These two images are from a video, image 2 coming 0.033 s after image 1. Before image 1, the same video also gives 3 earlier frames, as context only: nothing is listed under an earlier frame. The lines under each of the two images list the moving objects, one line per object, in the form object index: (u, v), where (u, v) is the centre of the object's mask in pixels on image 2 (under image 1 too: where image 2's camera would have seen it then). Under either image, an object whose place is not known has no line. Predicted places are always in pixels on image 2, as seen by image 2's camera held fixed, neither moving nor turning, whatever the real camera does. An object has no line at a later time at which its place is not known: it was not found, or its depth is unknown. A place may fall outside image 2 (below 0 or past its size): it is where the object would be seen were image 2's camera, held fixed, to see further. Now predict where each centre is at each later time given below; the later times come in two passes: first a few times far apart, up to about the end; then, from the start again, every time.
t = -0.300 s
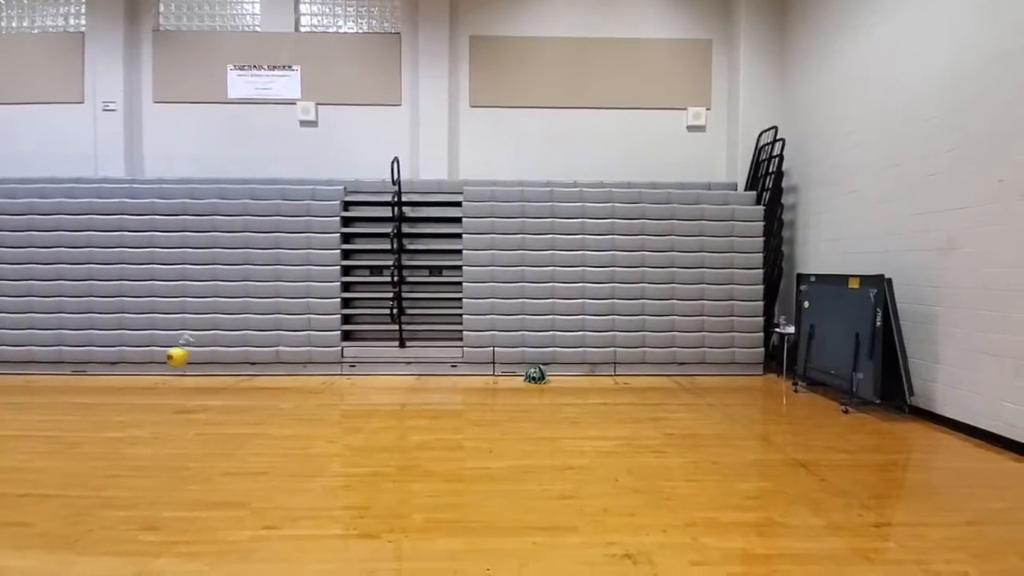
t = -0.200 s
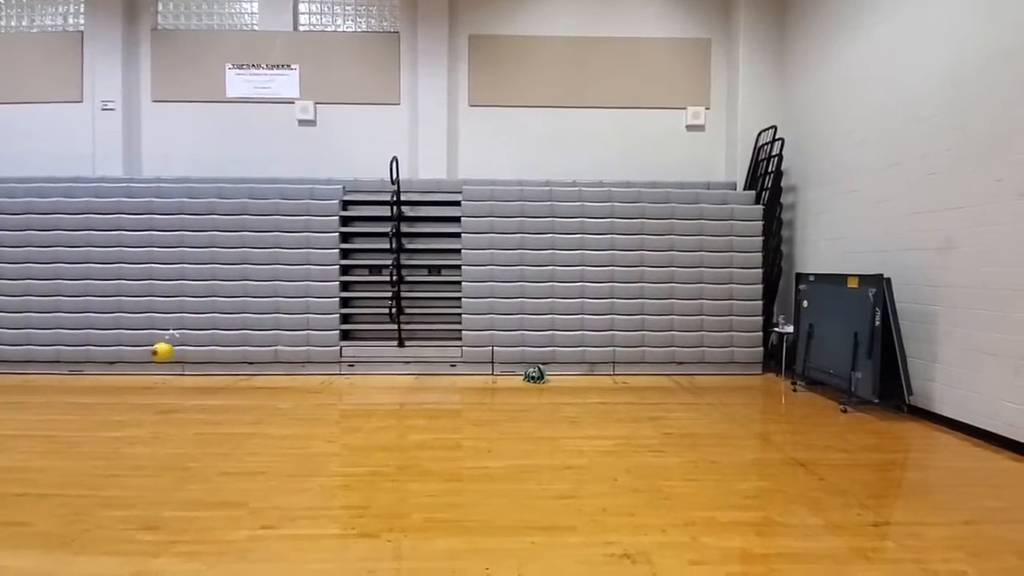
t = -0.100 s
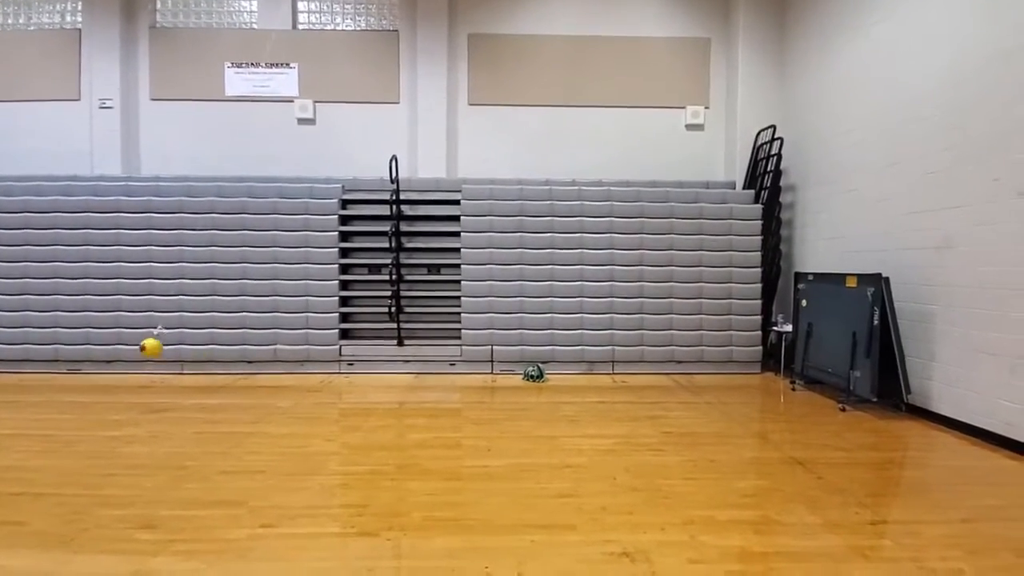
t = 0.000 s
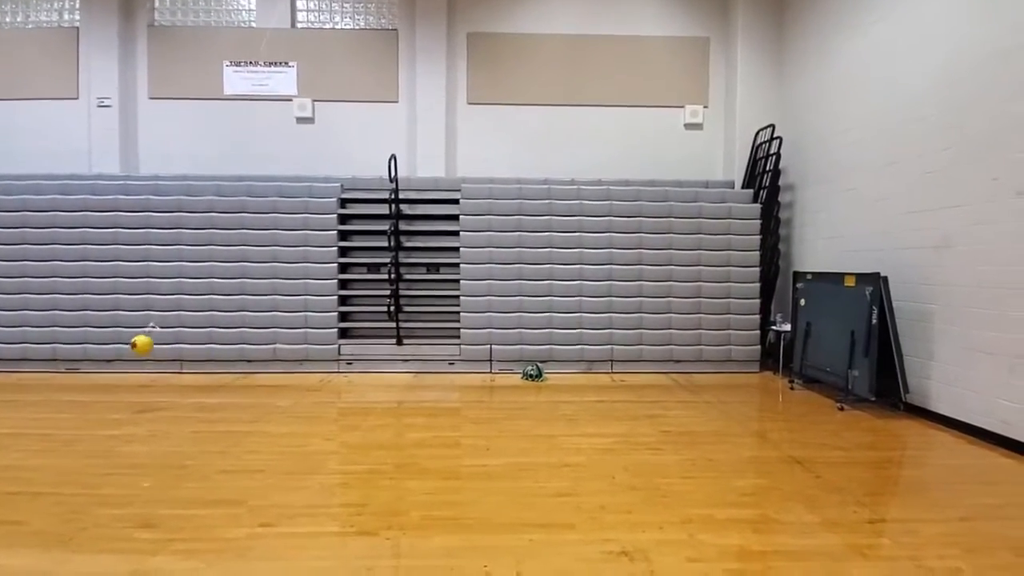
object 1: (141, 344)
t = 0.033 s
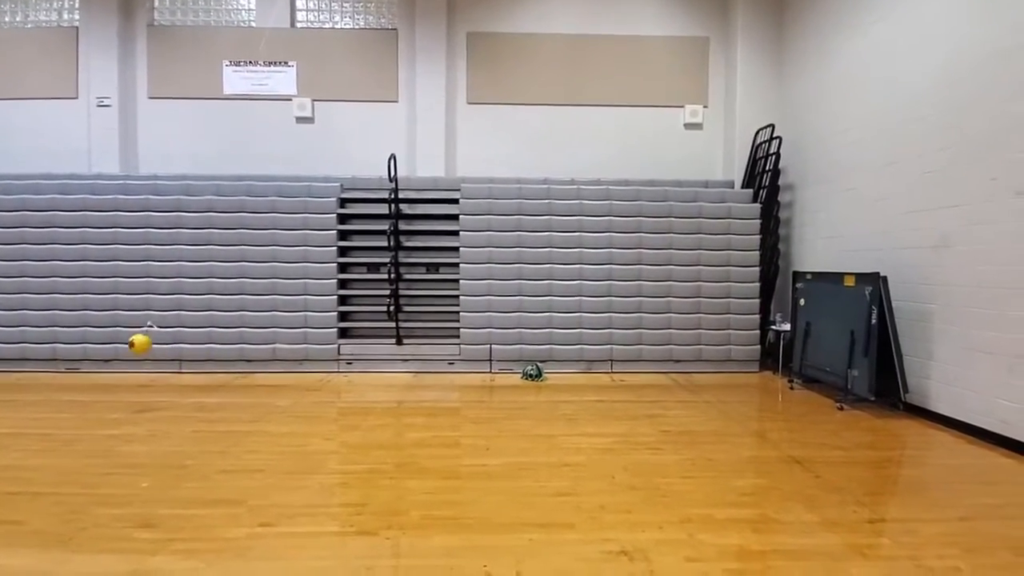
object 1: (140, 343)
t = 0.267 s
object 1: (137, 343)
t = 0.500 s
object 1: (154, 350)
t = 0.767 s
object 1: (193, 363)
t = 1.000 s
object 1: (245, 374)
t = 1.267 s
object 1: (316, 384)
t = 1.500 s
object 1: (382, 387)
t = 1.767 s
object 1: (456, 380)
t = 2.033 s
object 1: (519, 369)
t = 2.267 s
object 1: (562, 357)
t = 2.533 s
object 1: (594, 344)
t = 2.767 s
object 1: (607, 339)
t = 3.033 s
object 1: (603, 340)
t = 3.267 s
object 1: (583, 347)
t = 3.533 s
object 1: (545, 359)
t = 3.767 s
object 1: (498, 370)
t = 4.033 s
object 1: (432, 380)
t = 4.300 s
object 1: (360, 383)
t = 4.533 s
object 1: (297, 379)
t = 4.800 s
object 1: (232, 369)
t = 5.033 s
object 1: (186, 358)
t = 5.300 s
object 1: (152, 348)
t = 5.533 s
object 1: (141, 346)
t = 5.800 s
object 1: (150, 349)
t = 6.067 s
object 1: (183, 360)
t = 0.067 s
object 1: (139, 343)
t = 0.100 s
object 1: (137, 343)
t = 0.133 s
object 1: (137, 343)
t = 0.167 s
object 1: (136, 343)
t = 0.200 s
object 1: (136, 343)
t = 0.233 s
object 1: (137, 343)
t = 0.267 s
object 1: (137, 343)
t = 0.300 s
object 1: (138, 344)
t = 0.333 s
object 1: (140, 345)
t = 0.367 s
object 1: (142, 345)
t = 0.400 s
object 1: (144, 346)
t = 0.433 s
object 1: (147, 347)
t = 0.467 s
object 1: (150, 348)
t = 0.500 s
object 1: (154, 350)
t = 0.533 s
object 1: (157, 351)
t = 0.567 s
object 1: (161, 353)
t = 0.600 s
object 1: (166, 355)
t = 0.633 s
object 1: (171, 356)
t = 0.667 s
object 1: (176, 358)
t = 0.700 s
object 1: (181, 359)
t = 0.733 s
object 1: (187, 361)
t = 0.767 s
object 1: (193, 363)
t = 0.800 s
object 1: (200, 365)
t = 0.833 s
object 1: (207, 367)
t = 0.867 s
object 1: (214, 368)
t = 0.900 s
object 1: (221, 370)
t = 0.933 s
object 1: (229, 372)
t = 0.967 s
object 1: (237, 373)
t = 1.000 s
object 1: (245, 374)
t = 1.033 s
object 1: (253, 376)
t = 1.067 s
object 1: (262, 377)
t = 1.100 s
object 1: (270, 378)
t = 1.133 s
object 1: (279, 379)
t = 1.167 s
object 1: (287, 380)
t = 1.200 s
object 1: (297, 381)
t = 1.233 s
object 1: (306, 383)
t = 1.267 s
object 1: (316, 384)
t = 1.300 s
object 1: (325, 385)
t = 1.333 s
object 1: (335, 385)
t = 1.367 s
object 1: (344, 386)
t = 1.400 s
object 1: (353, 386)
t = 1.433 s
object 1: (363, 387)
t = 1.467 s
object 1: (373, 387)
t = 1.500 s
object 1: (382, 387)
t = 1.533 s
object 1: (392, 386)
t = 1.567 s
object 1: (401, 386)
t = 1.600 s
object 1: (410, 386)
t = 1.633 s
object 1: (420, 385)
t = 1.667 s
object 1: (429, 384)
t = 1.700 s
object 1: (437, 383)
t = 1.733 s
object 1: (447, 382)
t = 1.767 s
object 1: (456, 380)
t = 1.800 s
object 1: (464, 379)
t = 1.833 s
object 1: (472, 377)
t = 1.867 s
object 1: (481, 376)
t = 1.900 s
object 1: (489, 375)
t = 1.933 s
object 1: (497, 374)
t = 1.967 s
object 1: (504, 372)
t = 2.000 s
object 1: (511, 371)
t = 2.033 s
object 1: (519, 369)
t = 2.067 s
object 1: (525, 367)
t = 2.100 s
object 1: (532, 365)
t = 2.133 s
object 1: (538, 364)
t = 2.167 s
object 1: (545, 362)
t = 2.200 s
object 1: (551, 360)
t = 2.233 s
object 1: (557, 359)
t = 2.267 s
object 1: (562, 357)
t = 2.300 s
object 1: (567, 355)
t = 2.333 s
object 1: (572, 354)
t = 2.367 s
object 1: (576, 352)
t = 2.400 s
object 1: (580, 350)
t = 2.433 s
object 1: (584, 348)
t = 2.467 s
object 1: (588, 347)
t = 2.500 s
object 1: (591, 346)
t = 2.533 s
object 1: (594, 344)
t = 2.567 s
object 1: (597, 343)
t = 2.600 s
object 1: (599, 342)
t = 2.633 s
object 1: (601, 342)
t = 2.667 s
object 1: (603, 341)
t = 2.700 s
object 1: (604, 341)
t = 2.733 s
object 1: (606, 340)
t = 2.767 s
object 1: (607, 339)
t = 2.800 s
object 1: (607, 339)
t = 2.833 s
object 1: (608, 339)
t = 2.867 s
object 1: (608, 339)
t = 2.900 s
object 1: (608, 339)
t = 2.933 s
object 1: (607, 339)
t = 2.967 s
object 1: (606, 339)
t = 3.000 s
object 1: (605, 339)
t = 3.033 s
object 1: (603, 340)
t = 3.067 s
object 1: (601, 340)
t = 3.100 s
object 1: (599, 342)
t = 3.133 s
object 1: (596, 342)
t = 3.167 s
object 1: (594, 343)
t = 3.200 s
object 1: (591, 344)
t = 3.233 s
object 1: (587, 345)
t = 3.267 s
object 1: (583, 347)
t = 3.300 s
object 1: (580, 348)
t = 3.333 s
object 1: (575, 349)
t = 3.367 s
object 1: (571, 351)
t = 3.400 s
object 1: (566, 353)
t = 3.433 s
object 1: (561, 355)
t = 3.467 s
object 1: (556, 356)
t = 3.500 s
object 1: (551, 356)
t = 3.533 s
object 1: (545, 359)
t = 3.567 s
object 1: (539, 361)
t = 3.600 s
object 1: (533, 363)
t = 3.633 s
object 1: (525, 364)
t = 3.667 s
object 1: (519, 366)
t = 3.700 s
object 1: (512, 368)
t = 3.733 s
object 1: (505, 369)
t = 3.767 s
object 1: (498, 370)
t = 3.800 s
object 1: (490, 372)
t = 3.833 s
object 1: (483, 373)
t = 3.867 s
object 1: (474, 375)
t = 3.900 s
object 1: (466, 376)
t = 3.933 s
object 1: (458, 377)
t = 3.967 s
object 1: (449, 378)
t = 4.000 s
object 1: (441, 379)
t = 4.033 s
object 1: (432, 380)
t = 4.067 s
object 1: (423, 381)
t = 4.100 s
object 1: (415, 381)
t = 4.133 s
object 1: (406, 382)
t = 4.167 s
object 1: (396, 382)
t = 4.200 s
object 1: (387, 383)
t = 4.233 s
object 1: (378, 383)
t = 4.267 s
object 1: (369, 383)
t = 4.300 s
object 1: (360, 383)
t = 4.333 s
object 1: (351, 383)
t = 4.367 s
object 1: (341, 383)
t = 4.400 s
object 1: (332, 382)
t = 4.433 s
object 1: (324, 381)
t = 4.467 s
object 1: (315, 380)
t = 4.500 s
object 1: (306, 380)
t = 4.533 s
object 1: (297, 379)
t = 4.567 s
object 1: (288, 377)
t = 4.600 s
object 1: (278, 377)
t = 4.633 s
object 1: (271, 376)
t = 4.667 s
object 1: (262, 375)
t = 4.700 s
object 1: (255, 373)
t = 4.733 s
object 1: (247, 372)
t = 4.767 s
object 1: (240, 370)
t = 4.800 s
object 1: (232, 369)
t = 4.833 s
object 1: (224, 368)
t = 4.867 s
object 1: (218, 366)
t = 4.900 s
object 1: (211, 364)
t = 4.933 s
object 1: (204, 363)
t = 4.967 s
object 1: (198, 361)
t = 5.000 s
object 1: (192, 359)
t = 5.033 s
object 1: (186, 358)
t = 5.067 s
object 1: (181, 357)
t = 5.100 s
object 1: (175, 356)
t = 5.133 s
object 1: (171, 354)
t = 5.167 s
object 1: (166, 353)
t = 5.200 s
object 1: (162, 352)
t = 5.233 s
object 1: (158, 350)
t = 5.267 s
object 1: (155, 349)
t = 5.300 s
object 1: (152, 348)
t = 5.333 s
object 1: (150, 348)
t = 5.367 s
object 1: (147, 347)
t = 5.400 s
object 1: (145, 347)
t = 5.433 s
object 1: (144, 346)
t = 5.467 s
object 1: (142, 346)
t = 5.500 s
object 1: (142, 346)
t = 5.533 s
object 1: (141, 346)
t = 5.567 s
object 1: (141, 346)
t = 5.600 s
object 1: (141, 346)
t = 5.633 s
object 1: (142, 346)
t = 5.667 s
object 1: (142, 346)
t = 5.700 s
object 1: (144, 347)
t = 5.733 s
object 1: (146, 347)
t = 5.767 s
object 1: (148, 348)
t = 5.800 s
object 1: (150, 349)
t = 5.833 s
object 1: (153, 350)
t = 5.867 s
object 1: (157, 351)
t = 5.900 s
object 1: (160, 352)
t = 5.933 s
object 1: (163, 354)
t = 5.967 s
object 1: (168, 355)
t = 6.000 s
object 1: (173, 357)
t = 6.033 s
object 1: (178, 358)
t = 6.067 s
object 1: (183, 360)
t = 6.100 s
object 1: (188, 361)
